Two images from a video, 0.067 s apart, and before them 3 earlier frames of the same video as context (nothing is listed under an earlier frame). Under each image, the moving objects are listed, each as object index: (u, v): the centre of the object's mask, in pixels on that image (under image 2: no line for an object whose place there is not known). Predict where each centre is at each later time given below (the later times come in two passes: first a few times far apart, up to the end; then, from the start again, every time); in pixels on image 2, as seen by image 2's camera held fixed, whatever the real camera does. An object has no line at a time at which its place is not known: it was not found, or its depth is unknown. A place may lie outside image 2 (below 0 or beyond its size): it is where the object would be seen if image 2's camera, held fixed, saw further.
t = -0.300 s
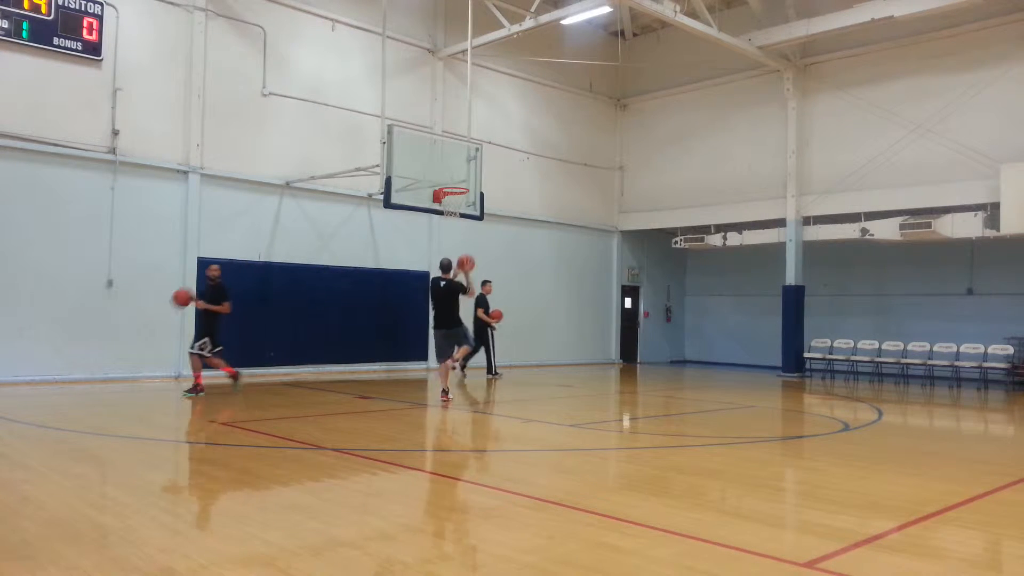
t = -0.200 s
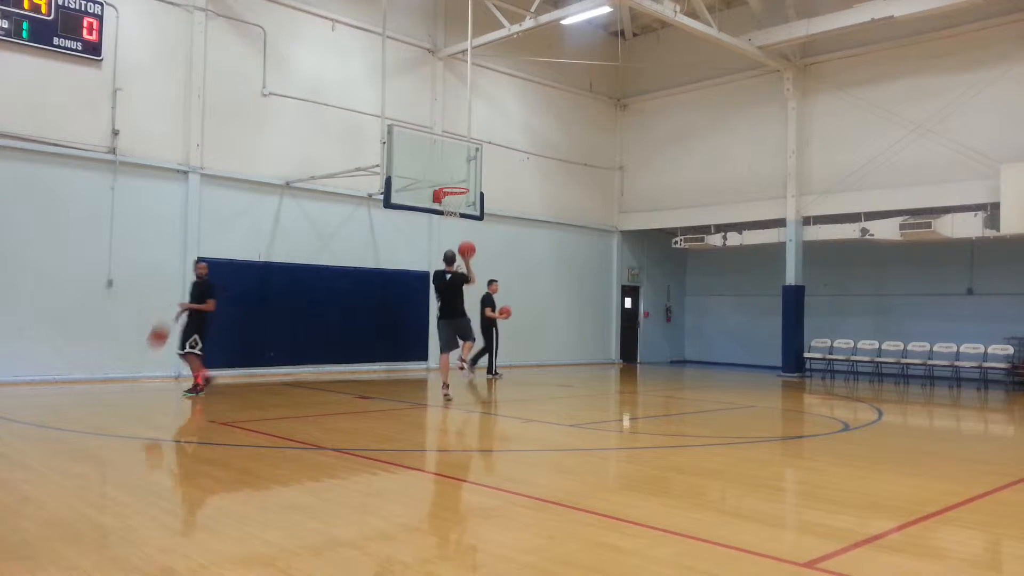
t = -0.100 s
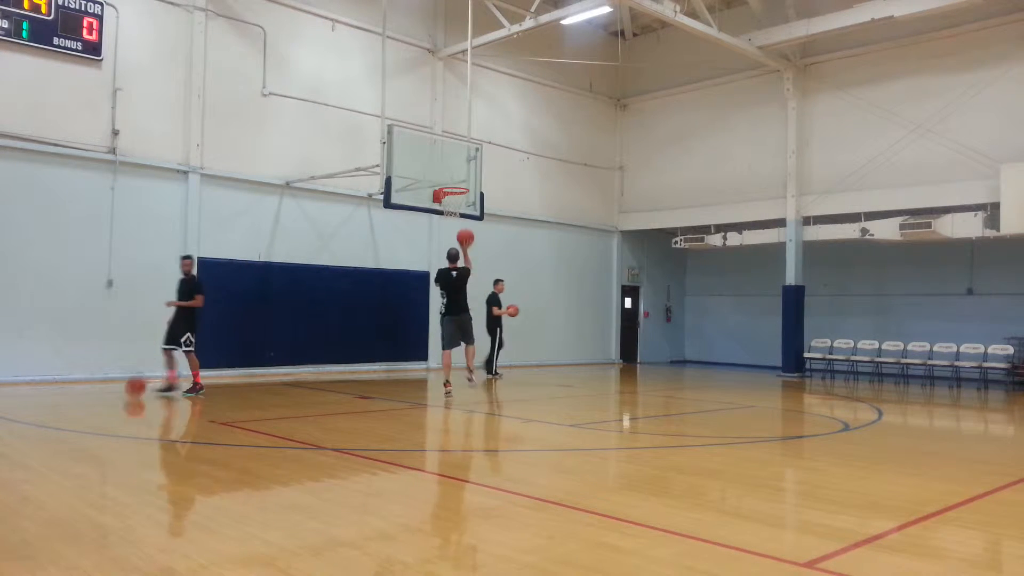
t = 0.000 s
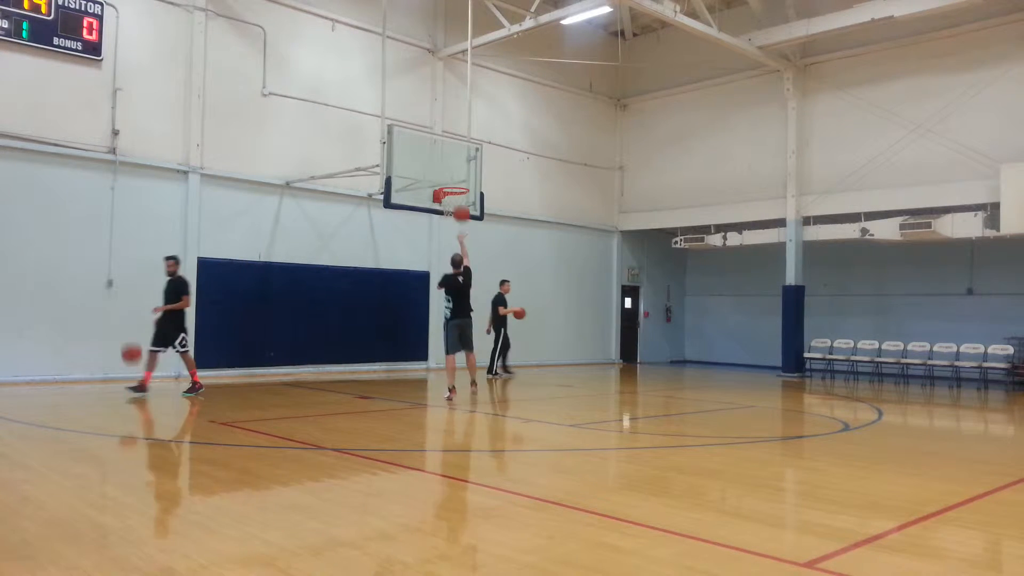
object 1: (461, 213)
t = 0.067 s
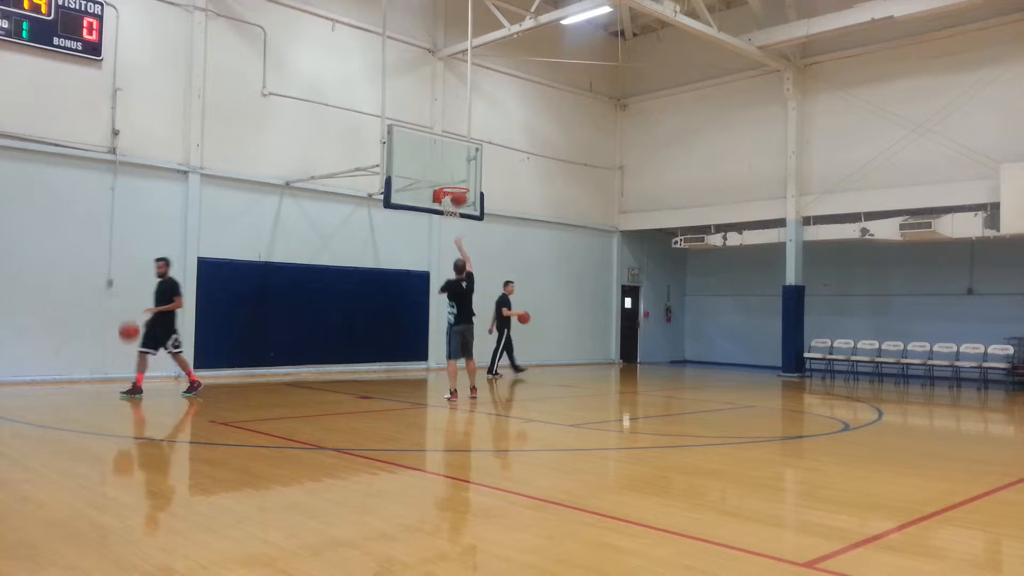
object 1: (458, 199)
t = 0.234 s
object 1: (451, 178)
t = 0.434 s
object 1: (442, 176)
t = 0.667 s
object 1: (456, 182)
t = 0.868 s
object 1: (435, 179)
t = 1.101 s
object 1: (409, 206)
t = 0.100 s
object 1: (457, 193)
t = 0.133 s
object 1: (455, 188)
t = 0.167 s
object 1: (454, 183)
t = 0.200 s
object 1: (452, 180)
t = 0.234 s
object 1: (451, 178)
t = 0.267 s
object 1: (449, 176)
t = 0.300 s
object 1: (448, 174)
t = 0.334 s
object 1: (446, 174)
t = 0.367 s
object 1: (445, 174)
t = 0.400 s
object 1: (443, 175)
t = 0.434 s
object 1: (442, 176)
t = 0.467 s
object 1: (444, 178)
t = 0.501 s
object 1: (450, 180)
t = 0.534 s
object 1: (456, 183)
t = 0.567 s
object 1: (460, 185)
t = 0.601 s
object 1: (460, 185)
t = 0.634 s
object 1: (460, 184)
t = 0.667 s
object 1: (456, 182)
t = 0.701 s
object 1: (452, 180)
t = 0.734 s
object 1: (449, 179)
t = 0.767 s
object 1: (445, 178)
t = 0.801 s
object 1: (442, 178)
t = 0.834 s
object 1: (438, 178)
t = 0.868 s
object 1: (435, 179)
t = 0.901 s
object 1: (431, 181)
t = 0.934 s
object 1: (428, 183)
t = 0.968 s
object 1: (423, 186)
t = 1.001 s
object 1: (420, 191)
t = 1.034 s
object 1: (416, 195)
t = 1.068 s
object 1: (413, 200)
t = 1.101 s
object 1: (409, 206)
